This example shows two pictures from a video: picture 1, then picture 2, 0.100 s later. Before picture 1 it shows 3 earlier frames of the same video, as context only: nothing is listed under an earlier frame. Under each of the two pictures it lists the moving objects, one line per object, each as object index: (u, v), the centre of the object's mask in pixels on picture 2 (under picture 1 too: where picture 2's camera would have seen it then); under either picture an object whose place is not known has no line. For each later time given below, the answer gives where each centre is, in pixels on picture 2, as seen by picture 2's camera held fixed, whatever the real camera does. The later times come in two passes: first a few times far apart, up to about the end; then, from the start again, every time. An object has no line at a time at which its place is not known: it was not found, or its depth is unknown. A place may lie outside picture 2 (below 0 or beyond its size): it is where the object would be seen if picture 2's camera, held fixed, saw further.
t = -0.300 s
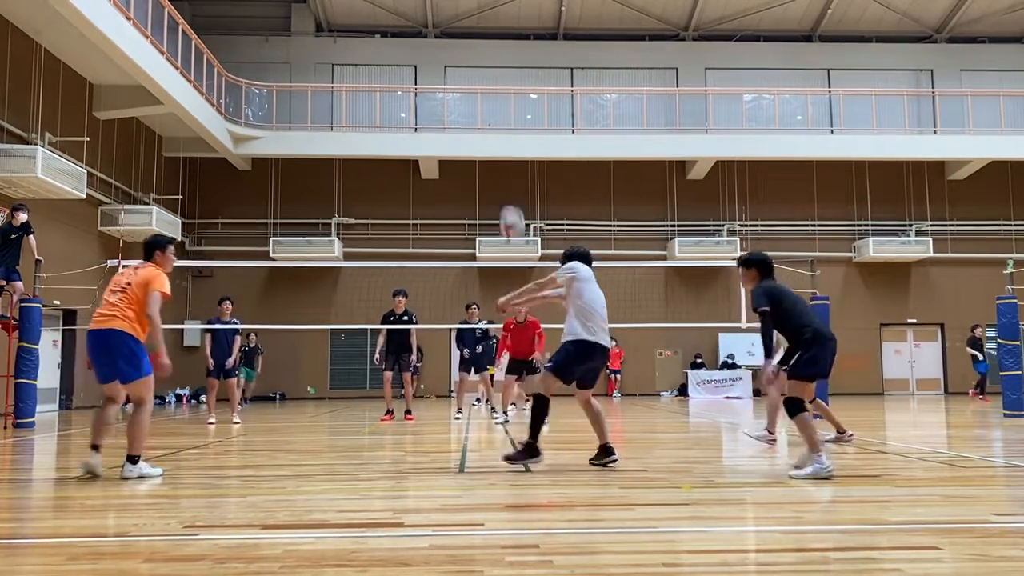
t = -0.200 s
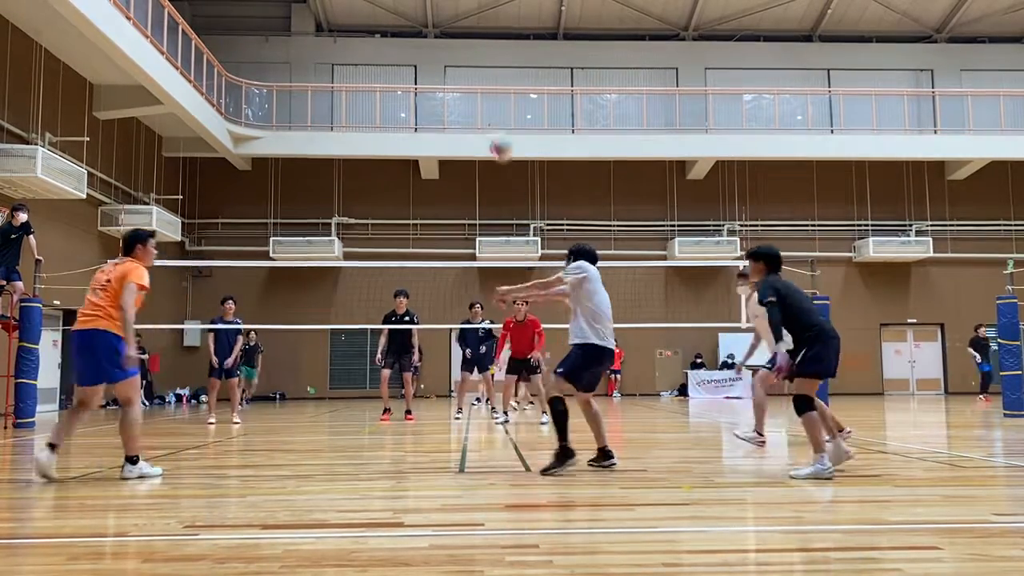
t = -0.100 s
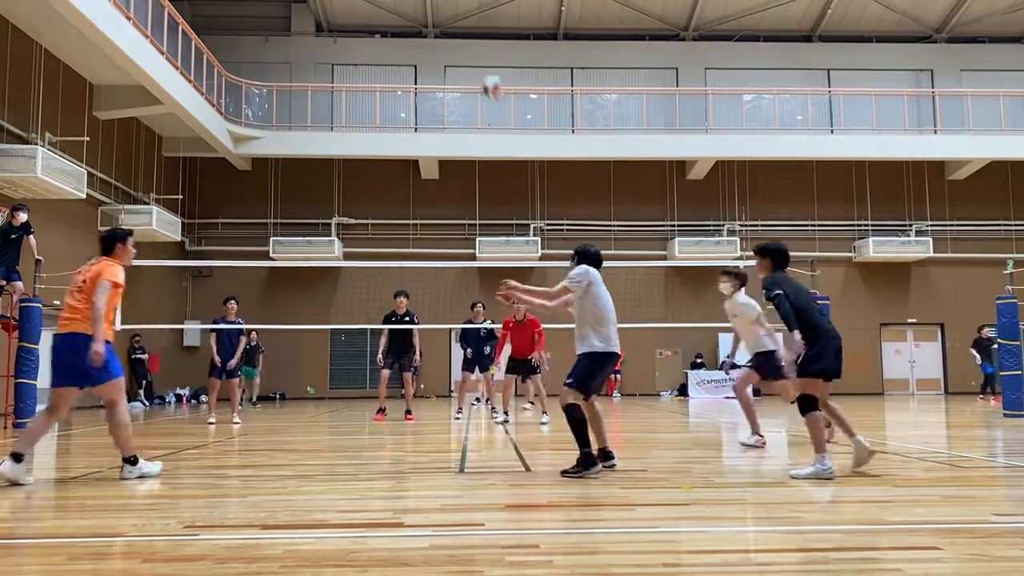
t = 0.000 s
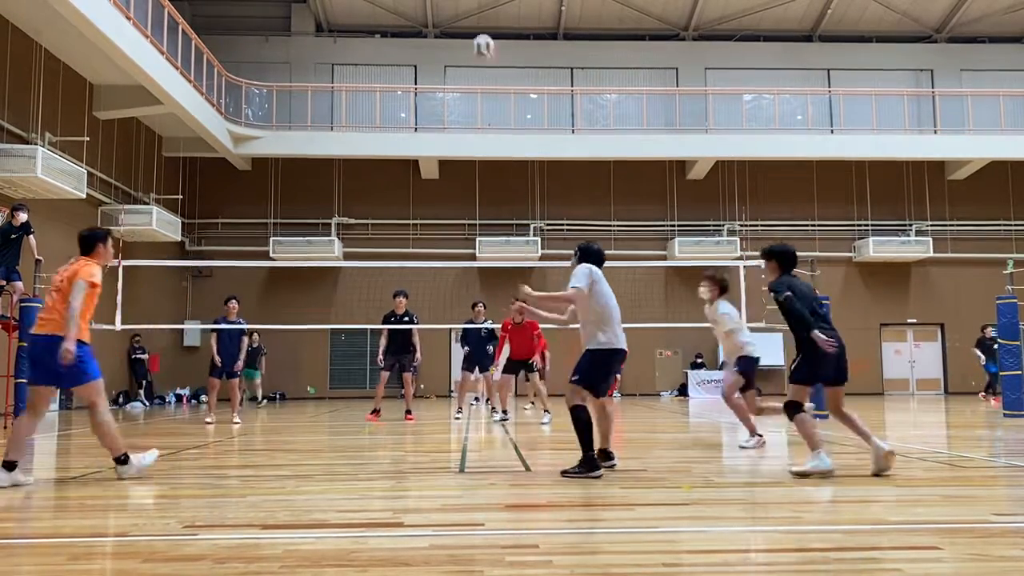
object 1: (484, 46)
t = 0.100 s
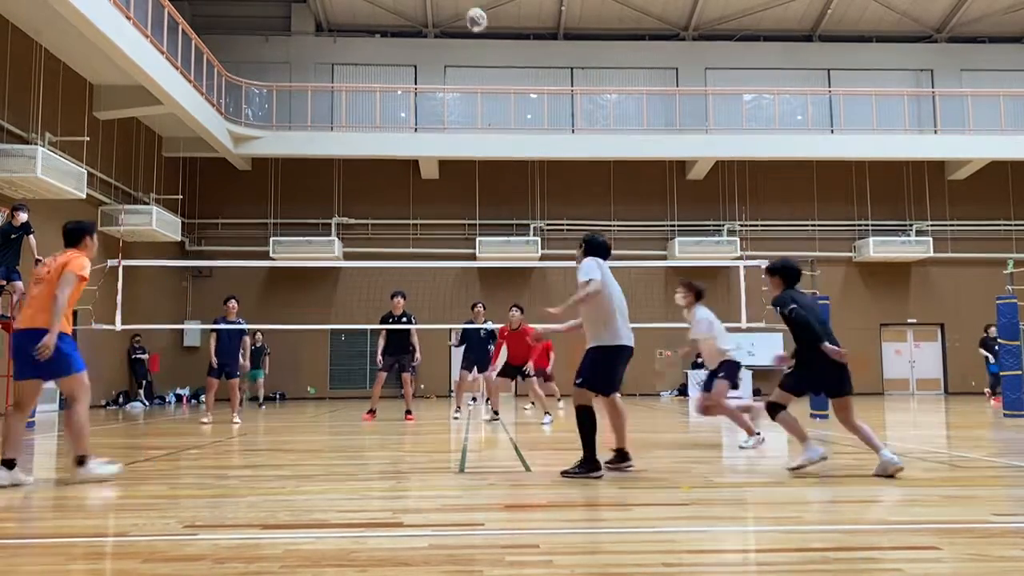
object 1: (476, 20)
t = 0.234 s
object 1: (468, 6)
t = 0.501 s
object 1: (455, 13)
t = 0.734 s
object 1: (445, 64)
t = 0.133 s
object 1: (474, 14)
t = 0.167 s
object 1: (472, 9)
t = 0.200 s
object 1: (470, 6)
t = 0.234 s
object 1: (468, 6)
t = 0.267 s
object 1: (467, 4)
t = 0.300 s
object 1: (464, 4)
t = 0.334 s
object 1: (464, 4)
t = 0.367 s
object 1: (461, 5)
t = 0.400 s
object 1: (460, 5)
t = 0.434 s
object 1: (458, 6)
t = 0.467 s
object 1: (457, 9)
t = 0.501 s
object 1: (455, 13)
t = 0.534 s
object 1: (454, 18)
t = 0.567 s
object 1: (452, 25)
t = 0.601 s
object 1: (451, 31)
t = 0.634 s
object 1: (449, 38)
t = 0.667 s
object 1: (448, 46)
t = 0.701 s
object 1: (446, 54)
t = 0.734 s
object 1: (445, 64)
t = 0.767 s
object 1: (444, 74)
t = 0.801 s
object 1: (443, 83)
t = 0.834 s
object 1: (441, 95)
